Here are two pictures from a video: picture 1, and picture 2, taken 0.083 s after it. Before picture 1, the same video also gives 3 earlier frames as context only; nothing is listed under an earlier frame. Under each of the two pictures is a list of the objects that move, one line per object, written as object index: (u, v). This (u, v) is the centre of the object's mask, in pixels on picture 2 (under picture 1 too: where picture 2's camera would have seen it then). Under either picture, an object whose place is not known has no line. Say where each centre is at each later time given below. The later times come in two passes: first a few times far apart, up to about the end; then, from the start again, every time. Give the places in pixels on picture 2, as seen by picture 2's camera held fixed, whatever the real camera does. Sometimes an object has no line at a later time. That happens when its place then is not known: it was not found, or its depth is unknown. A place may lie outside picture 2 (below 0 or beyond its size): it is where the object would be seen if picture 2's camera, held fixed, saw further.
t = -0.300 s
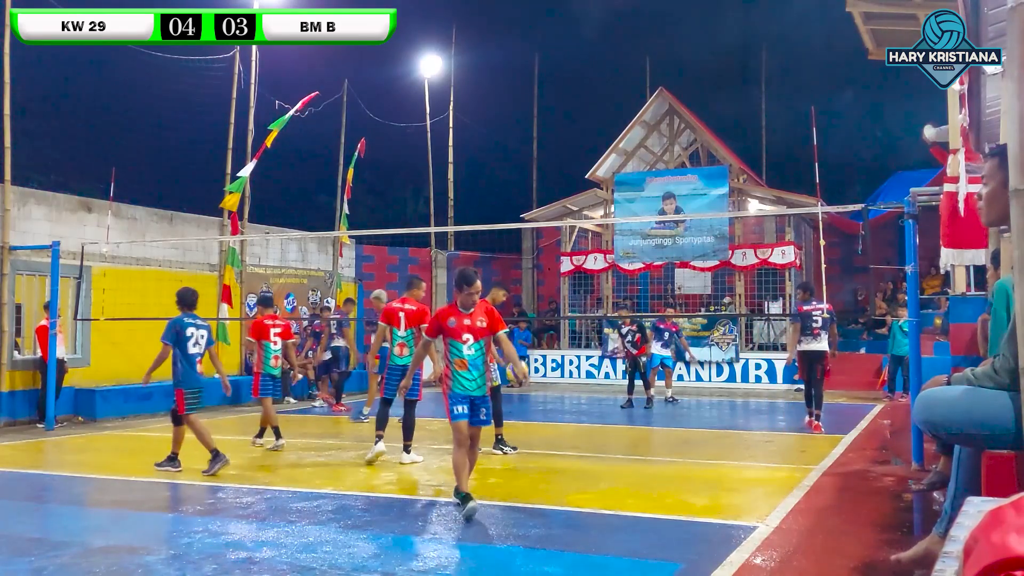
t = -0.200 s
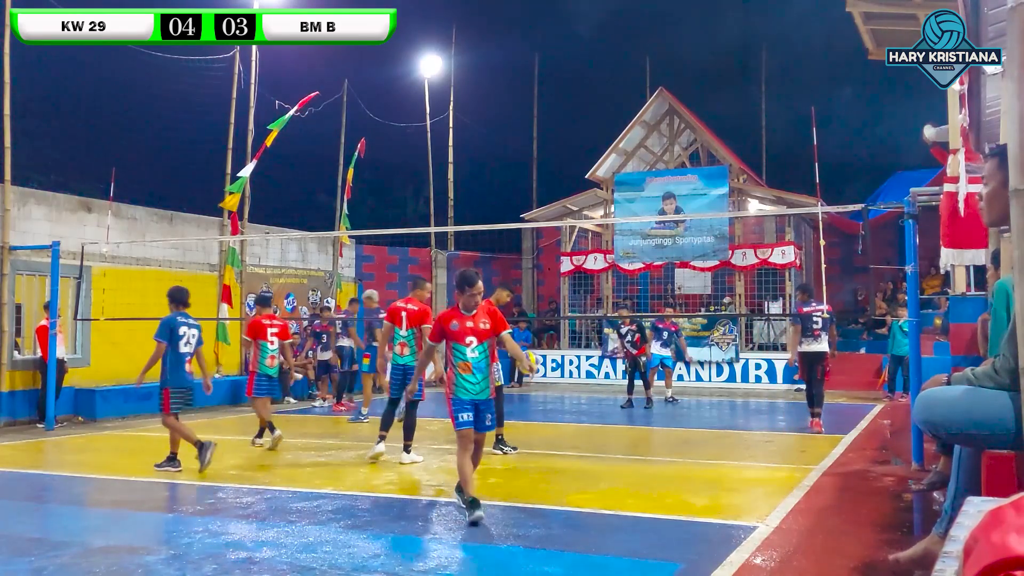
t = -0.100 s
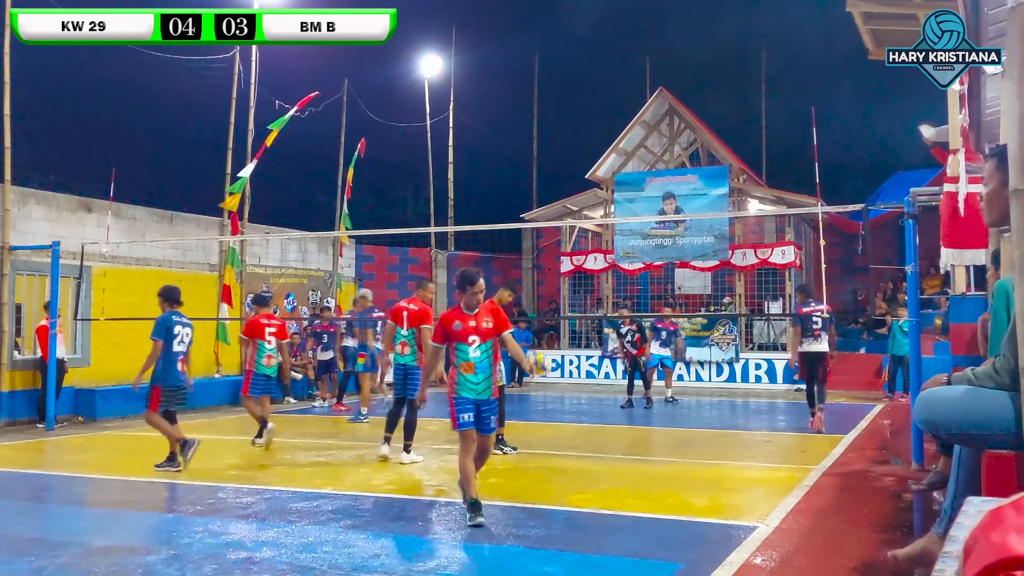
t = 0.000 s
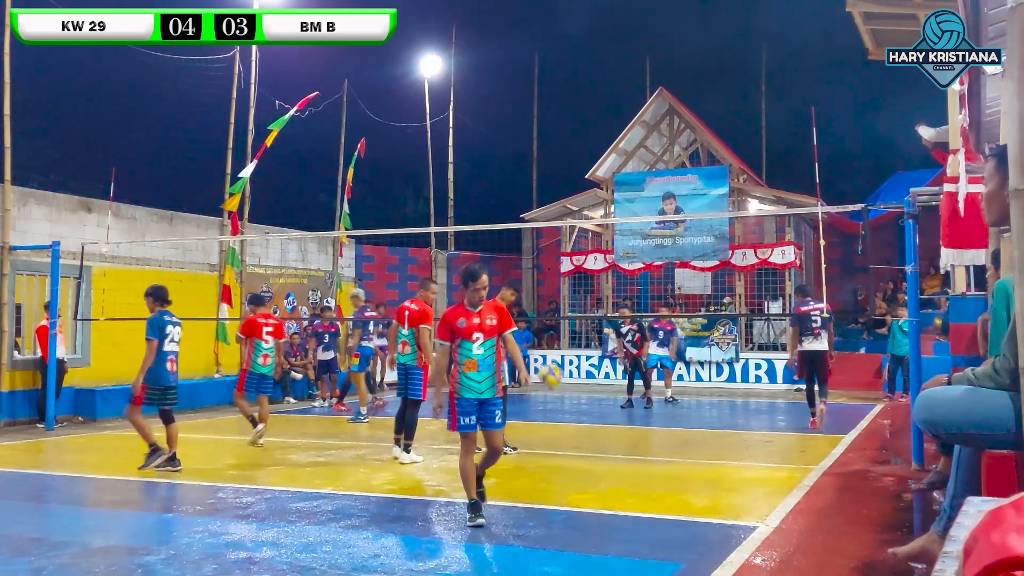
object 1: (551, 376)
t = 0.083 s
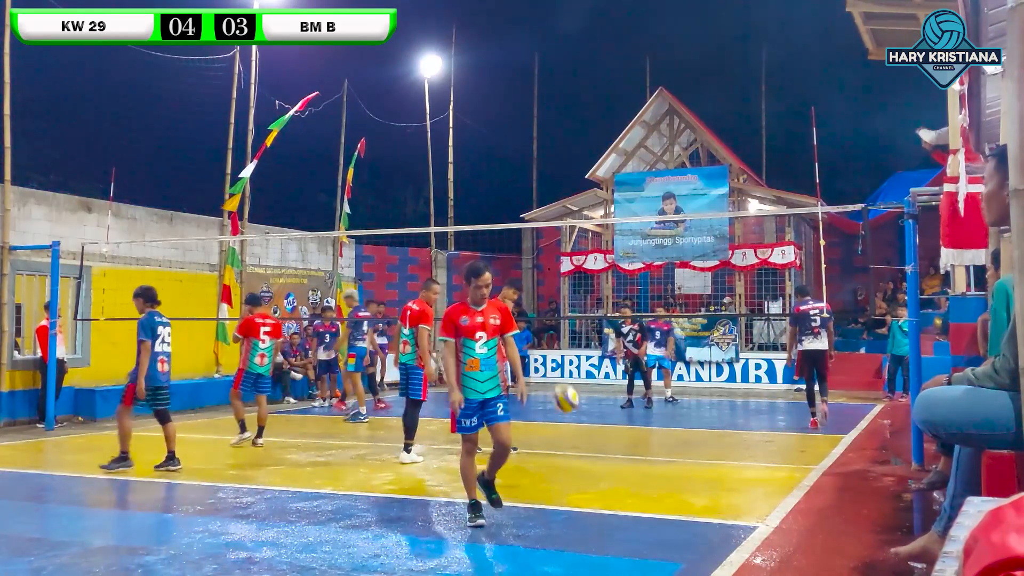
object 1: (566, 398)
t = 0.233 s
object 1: (591, 466)
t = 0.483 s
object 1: (605, 435)
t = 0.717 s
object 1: (615, 434)
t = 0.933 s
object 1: (630, 530)
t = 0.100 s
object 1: (568, 404)
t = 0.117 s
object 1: (570, 410)
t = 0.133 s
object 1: (573, 416)
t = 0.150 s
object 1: (574, 422)
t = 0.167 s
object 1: (577, 429)
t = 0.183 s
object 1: (580, 438)
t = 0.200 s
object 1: (584, 446)
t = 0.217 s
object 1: (587, 457)
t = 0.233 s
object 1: (591, 466)
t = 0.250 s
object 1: (595, 476)
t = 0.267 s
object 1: (597, 488)
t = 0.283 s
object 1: (598, 494)
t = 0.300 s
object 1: (599, 488)
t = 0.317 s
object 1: (599, 481)
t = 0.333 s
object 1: (599, 476)
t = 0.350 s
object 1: (600, 469)
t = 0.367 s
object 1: (600, 464)
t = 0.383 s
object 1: (602, 459)
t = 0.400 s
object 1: (602, 454)
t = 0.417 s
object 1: (602, 450)
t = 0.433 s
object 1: (603, 445)
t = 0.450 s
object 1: (604, 441)
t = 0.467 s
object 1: (604, 438)
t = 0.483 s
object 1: (605, 435)
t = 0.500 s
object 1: (606, 432)
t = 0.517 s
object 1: (606, 430)
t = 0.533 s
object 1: (606, 428)
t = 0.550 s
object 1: (607, 426)
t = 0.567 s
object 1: (608, 425)
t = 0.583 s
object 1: (609, 424)
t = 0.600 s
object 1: (610, 423)
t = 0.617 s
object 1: (611, 423)
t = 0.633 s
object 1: (611, 424)
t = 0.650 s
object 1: (612, 425)
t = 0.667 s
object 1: (613, 427)
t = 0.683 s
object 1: (614, 428)
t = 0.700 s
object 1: (614, 430)
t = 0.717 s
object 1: (615, 434)
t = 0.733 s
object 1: (617, 437)
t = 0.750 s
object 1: (618, 441)
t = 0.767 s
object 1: (618, 446)
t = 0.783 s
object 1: (620, 451)
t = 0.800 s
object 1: (621, 457)
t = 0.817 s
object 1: (621, 464)
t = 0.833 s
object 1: (622, 471)
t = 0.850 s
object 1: (624, 479)
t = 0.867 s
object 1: (624, 487)
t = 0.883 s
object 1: (626, 497)
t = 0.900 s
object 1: (627, 508)
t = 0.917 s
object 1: (629, 520)
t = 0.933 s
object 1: (630, 530)
